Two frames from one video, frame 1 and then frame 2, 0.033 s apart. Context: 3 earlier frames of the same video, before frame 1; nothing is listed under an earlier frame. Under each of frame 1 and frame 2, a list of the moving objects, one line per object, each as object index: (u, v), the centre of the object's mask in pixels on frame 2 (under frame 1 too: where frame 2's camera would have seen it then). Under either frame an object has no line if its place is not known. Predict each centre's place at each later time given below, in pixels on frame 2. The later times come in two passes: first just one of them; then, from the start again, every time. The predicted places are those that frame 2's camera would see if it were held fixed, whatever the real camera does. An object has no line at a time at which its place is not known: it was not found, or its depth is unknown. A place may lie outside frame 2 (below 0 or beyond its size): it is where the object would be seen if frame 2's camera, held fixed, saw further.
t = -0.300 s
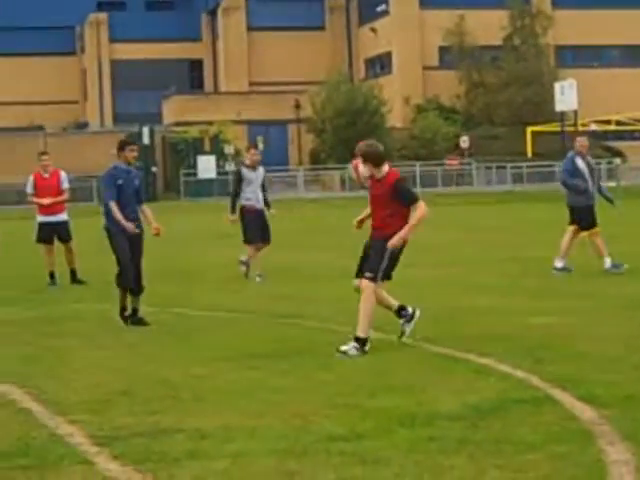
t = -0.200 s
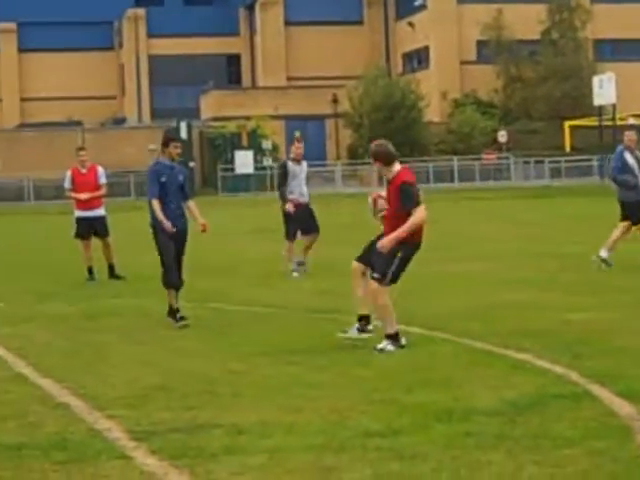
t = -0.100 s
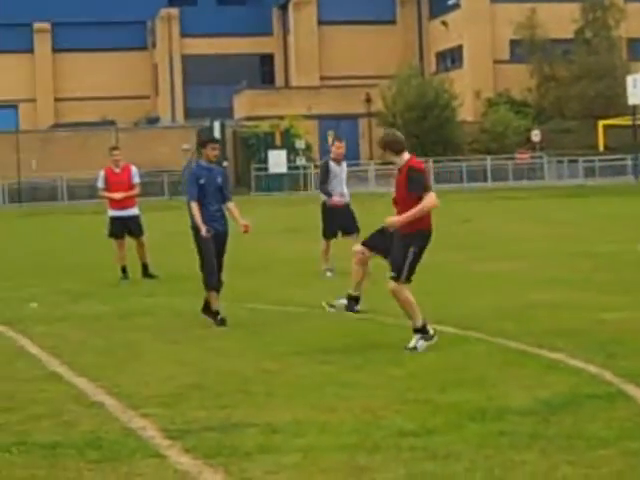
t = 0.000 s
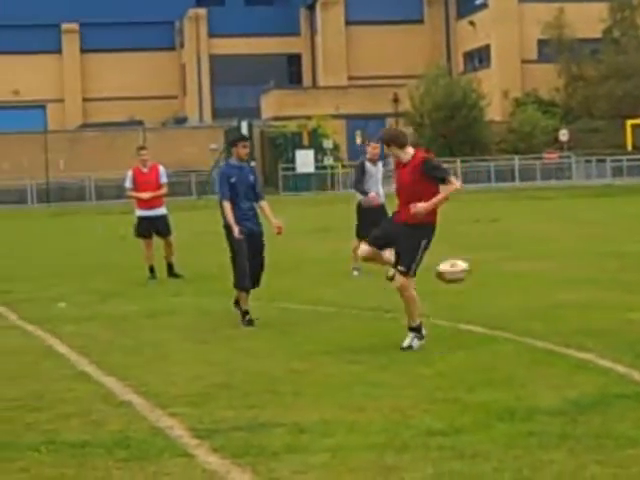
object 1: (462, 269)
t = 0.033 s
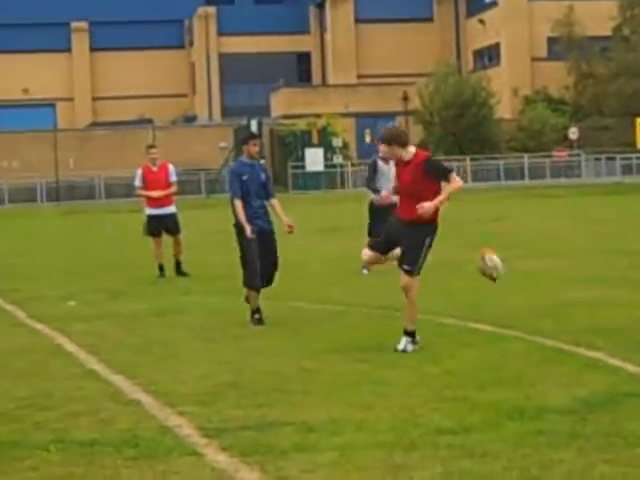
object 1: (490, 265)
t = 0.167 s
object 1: (594, 259)
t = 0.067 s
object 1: (515, 261)
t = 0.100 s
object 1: (542, 260)
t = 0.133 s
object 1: (568, 259)
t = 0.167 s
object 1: (594, 259)
